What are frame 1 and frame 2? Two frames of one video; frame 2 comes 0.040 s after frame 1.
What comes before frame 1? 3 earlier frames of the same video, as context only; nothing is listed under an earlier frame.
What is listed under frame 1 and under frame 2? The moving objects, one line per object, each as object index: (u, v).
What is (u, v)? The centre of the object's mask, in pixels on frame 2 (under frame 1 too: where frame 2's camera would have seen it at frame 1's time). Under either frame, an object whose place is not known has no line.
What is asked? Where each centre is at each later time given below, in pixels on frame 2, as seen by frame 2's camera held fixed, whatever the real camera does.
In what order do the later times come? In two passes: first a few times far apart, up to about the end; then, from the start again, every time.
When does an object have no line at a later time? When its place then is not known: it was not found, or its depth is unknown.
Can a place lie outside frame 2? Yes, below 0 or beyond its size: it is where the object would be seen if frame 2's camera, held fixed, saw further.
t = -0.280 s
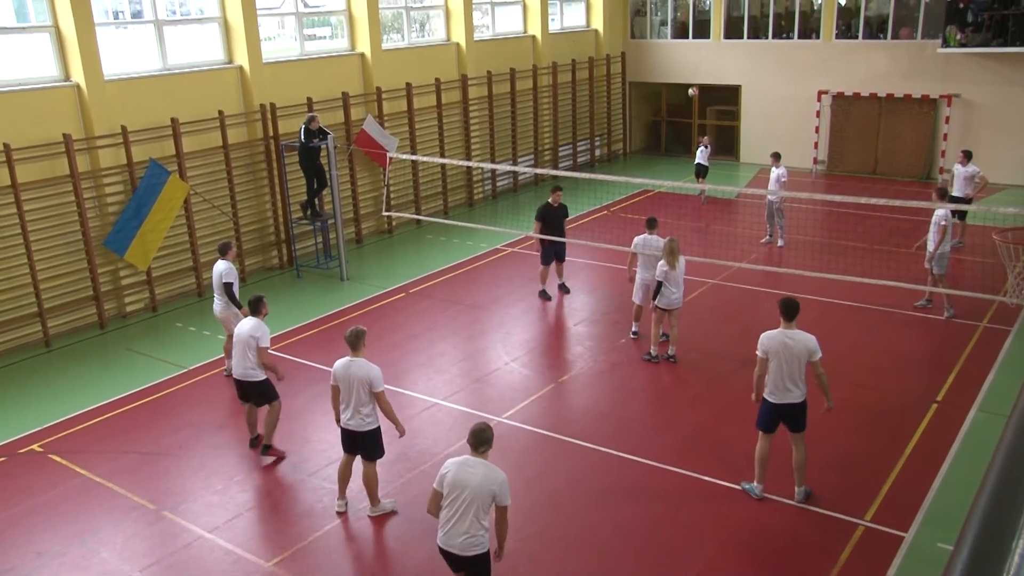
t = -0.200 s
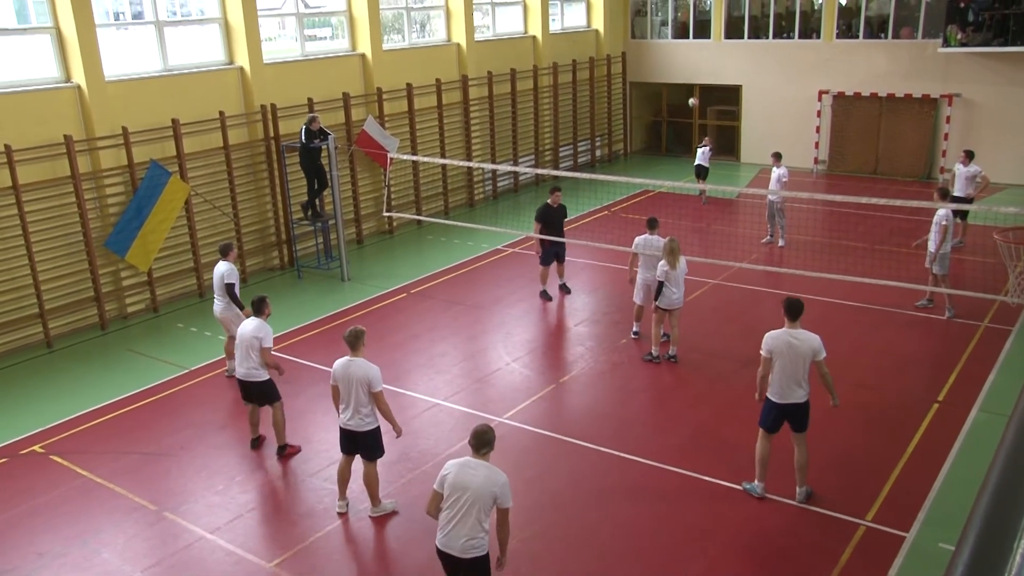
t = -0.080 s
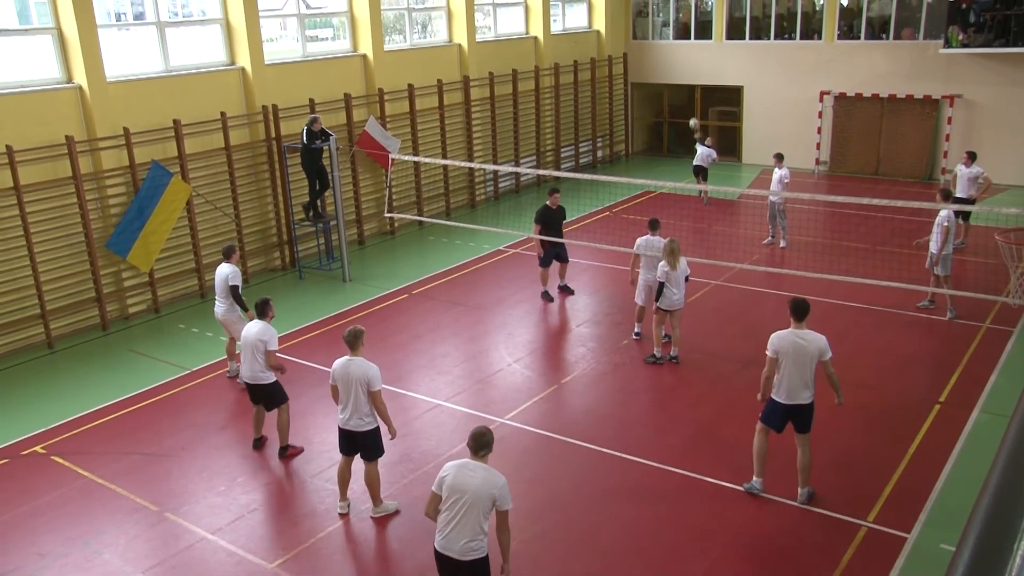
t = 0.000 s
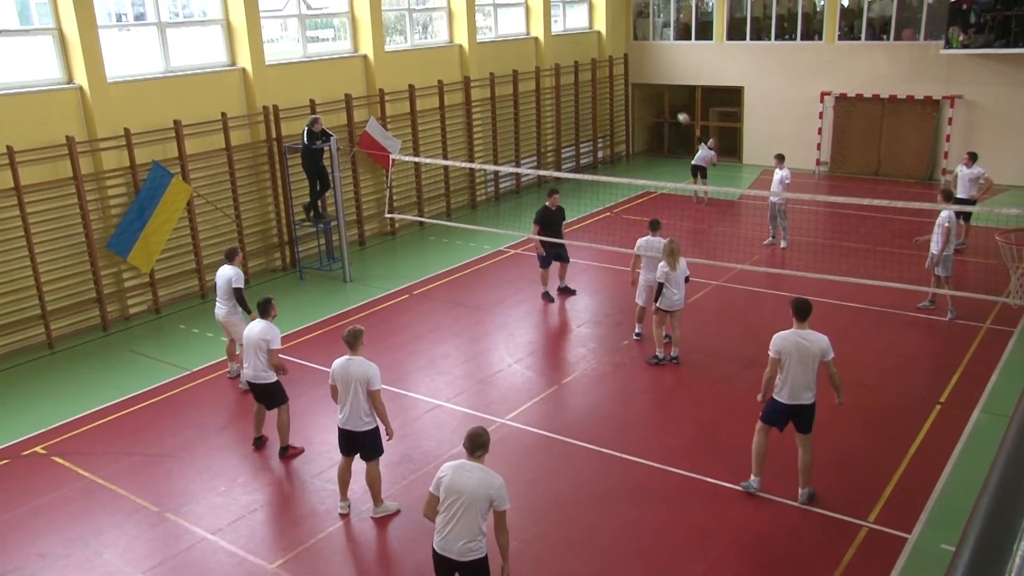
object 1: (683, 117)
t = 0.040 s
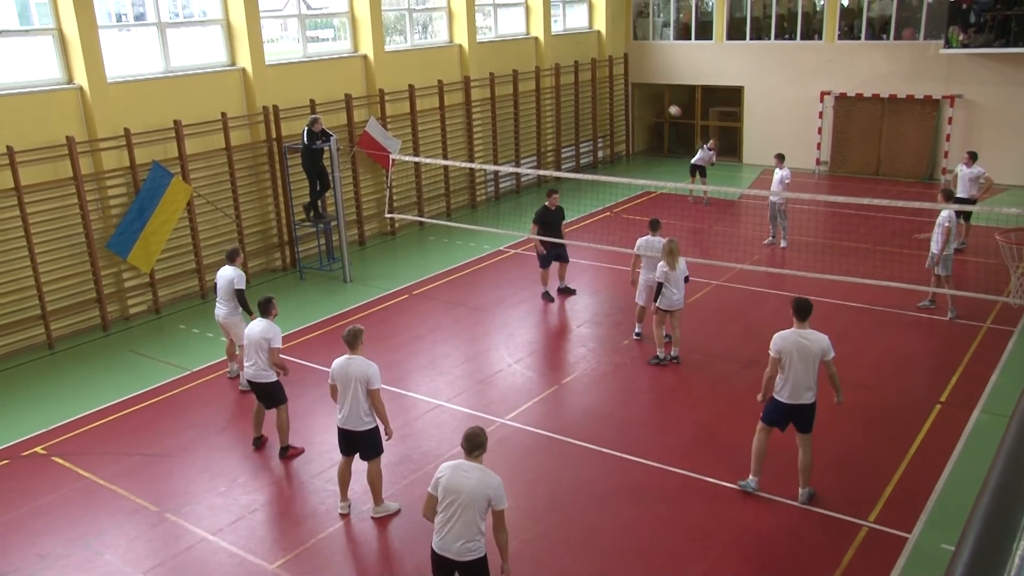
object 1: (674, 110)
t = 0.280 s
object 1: (620, 79)
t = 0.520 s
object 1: (555, 73)
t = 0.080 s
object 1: (666, 104)
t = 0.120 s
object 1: (657, 98)
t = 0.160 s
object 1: (649, 93)
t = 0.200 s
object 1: (639, 88)
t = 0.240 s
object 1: (629, 83)
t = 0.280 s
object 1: (620, 79)
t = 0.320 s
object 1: (609, 76)
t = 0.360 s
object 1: (598, 74)
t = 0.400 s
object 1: (589, 72)
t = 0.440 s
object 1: (577, 71)
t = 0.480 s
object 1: (566, 72)
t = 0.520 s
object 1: (555, 73)
